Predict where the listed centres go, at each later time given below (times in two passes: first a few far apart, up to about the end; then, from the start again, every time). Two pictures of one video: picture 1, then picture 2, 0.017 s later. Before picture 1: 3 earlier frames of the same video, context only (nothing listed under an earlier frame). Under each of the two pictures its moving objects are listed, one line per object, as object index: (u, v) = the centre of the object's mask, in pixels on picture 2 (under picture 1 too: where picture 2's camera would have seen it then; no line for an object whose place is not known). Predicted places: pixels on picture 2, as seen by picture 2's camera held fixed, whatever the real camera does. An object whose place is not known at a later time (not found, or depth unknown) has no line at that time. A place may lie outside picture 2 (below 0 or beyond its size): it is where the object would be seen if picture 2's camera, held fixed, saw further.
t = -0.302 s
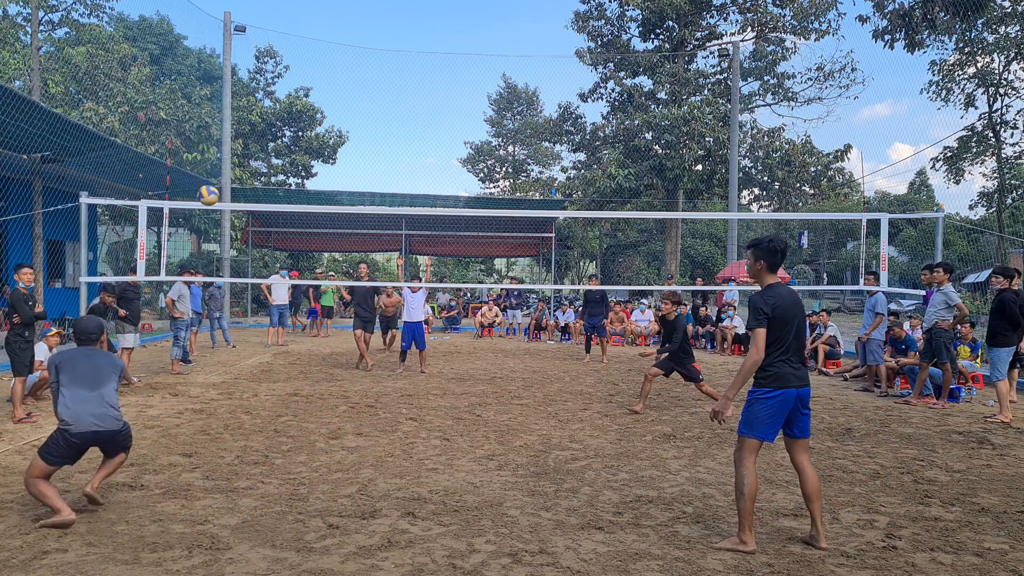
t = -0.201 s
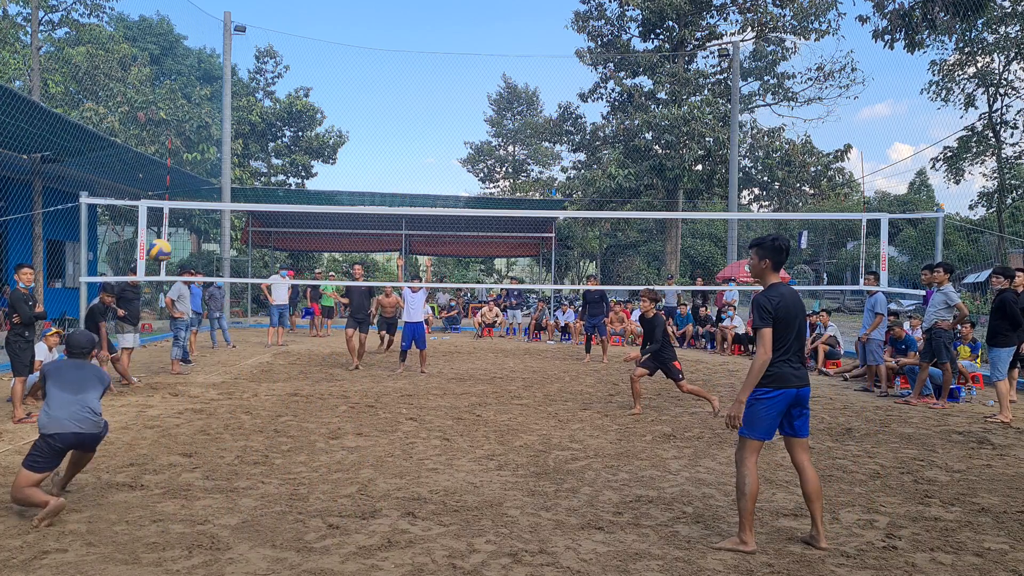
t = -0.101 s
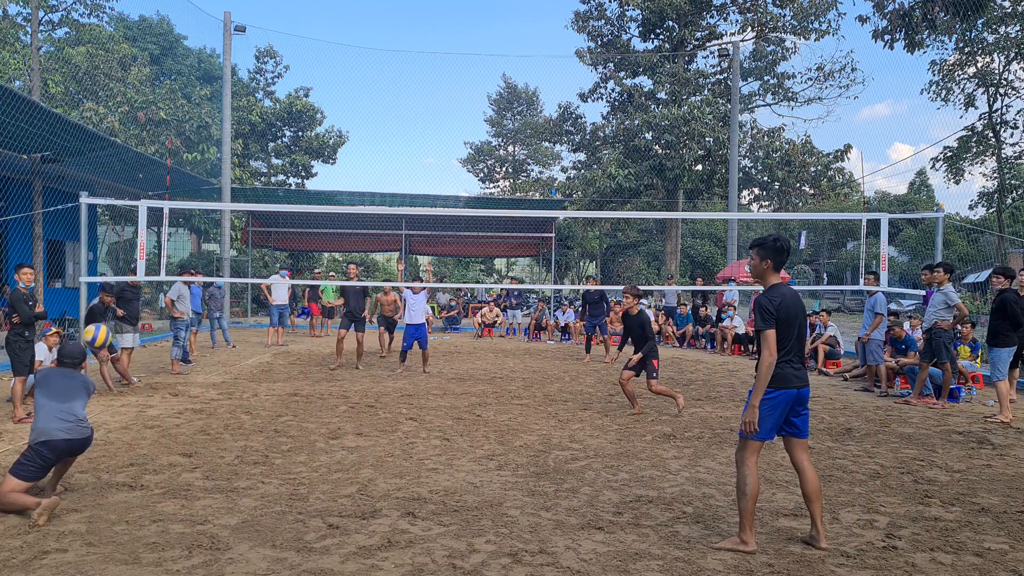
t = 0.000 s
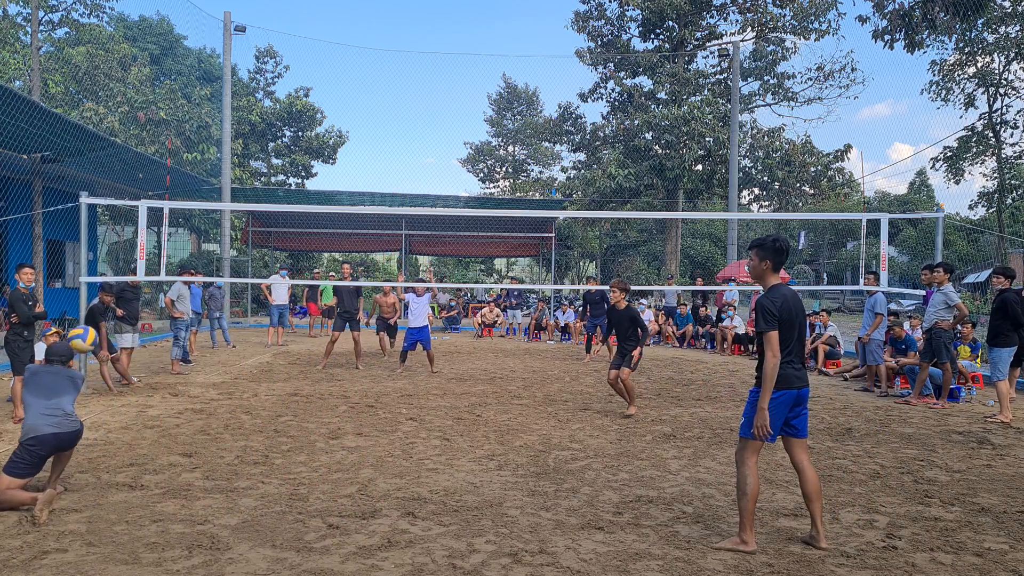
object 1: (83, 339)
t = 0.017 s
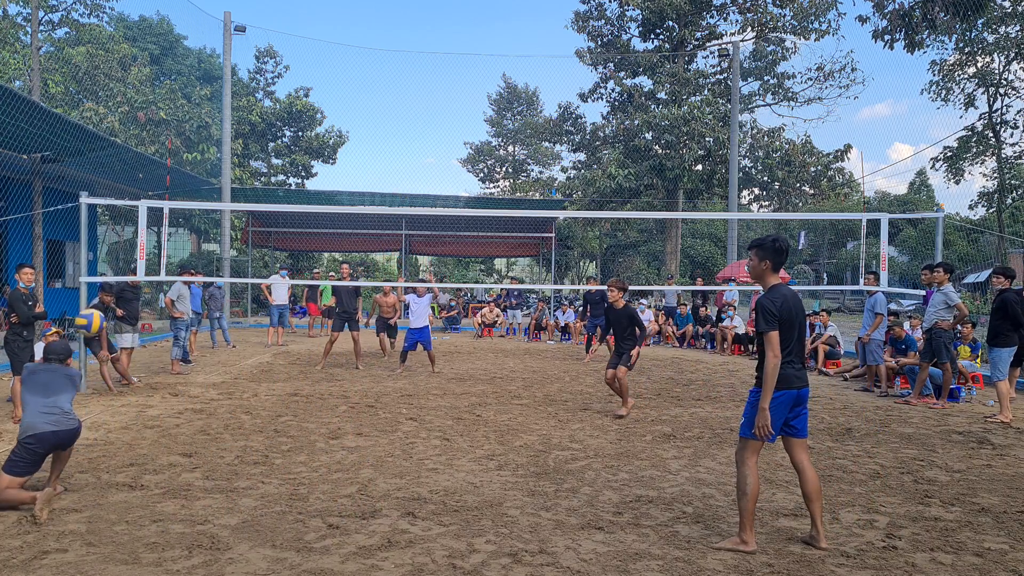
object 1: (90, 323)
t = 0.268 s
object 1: (191, 132)
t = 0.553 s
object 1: (282, 33)
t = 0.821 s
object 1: (355, 28)
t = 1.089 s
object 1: (418, 89)
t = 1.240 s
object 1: (449, 149)
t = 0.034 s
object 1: (98, 306)
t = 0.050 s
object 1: (105, 291)
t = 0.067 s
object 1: (112, 275)
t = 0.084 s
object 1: (120, 261)
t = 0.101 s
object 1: (126, 246)
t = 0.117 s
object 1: (133, 232)
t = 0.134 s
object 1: (140, 219)
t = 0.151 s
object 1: (146, 207)
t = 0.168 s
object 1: (153, 194)
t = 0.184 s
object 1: (159, 183)
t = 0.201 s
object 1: (166, 172)
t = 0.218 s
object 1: (172, 161)
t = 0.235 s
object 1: (178, 151)
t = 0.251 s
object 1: (184, 142)
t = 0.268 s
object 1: (191, 132)
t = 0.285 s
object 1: (197, 123)
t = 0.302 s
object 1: (202, 114)
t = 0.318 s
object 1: (208, 106)
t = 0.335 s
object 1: (213, 99)
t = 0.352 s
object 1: (219, 91)
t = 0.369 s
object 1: (225, 85)
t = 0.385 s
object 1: (230, 78)
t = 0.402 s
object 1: (236, 72)
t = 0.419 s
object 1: (242, 66)
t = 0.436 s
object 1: (247, 61)
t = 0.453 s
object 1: (252, 55)
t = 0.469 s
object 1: (257, 51)
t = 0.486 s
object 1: (262, 47)
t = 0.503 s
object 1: (267, 43)
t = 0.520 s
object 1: (273, 39)
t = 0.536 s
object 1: (277, 36)
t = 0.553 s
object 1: (282, 33)
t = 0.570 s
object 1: (288, 30)
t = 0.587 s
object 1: (292, 28)
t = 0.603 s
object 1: (297, 26)
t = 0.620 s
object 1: (302, 24)
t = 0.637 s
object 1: (307, 23)
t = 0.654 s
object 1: (311, 22)
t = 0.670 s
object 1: (316, 21)
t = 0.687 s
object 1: (320, 21)
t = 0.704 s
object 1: (325, 21)
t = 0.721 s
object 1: (330, 21)
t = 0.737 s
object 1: (334, 21)
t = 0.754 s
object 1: (338, 22)
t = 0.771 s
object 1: (343, 23)
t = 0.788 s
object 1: (347, 24)
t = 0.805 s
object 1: (351, 26)
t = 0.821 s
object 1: (355, 28)
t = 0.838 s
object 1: (359, 30)
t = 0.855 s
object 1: (364, 32)
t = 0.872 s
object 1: (368, 34)
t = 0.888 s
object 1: (372, 37)
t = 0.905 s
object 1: (376, 40)
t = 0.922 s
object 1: (380, 43)
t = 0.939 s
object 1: (384, 47)
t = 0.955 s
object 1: (388, 51)
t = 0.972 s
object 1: (392, 55)
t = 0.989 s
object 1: (396, 59)
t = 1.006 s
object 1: (399, 64)
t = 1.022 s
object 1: (403, 69)
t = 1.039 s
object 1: (407, 74)
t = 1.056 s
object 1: (411, 79)
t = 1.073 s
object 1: (414, 84)
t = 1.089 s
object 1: (418, 89)
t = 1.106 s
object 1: (421, 95)
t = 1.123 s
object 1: (425, 101)
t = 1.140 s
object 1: (429, 108)
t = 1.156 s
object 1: (432, 114)
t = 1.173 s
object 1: (435, 121)
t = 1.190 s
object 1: (439, 128)
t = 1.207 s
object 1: (442, 134)
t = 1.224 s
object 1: (446, 141)
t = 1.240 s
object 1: (449, 149)
